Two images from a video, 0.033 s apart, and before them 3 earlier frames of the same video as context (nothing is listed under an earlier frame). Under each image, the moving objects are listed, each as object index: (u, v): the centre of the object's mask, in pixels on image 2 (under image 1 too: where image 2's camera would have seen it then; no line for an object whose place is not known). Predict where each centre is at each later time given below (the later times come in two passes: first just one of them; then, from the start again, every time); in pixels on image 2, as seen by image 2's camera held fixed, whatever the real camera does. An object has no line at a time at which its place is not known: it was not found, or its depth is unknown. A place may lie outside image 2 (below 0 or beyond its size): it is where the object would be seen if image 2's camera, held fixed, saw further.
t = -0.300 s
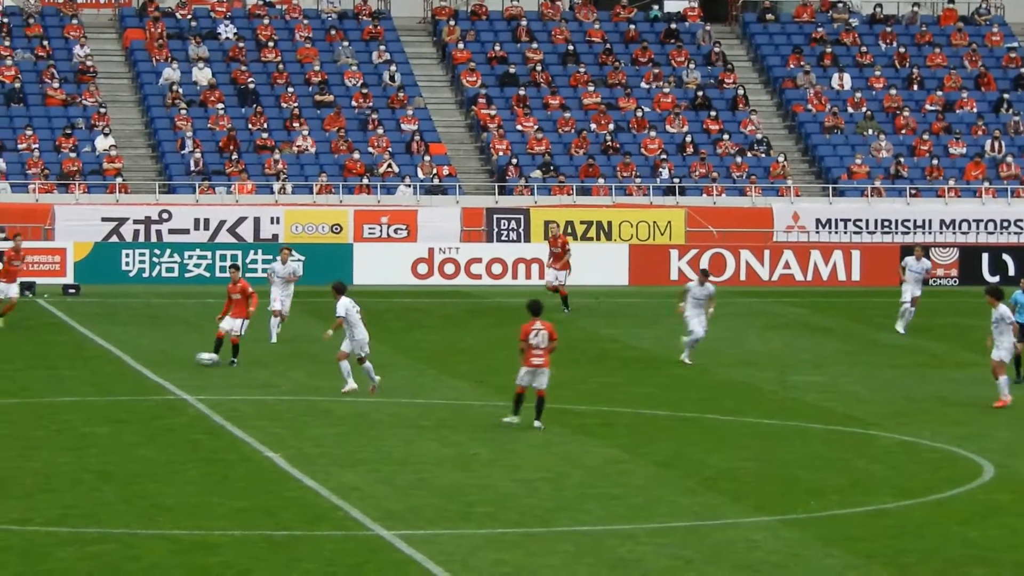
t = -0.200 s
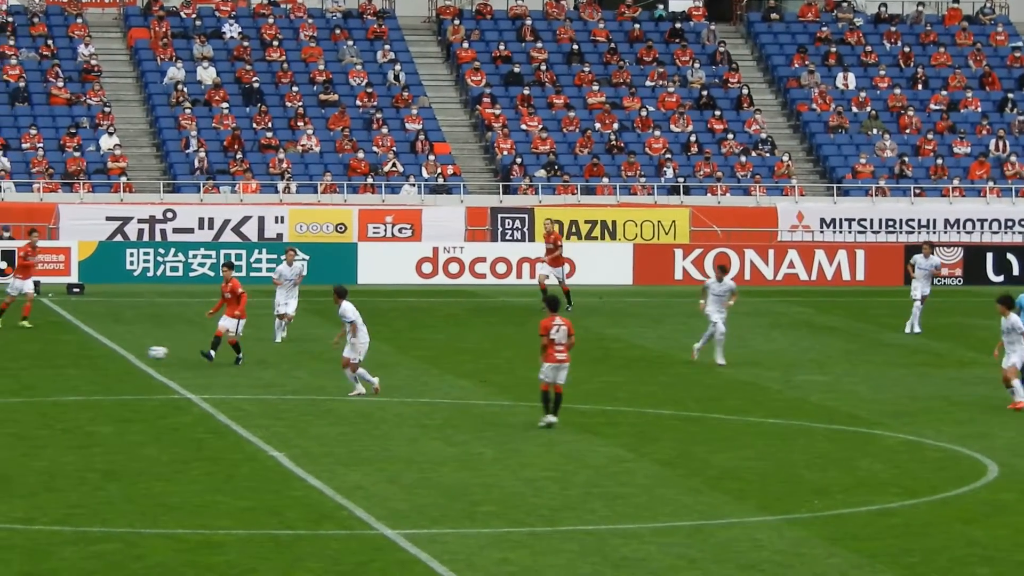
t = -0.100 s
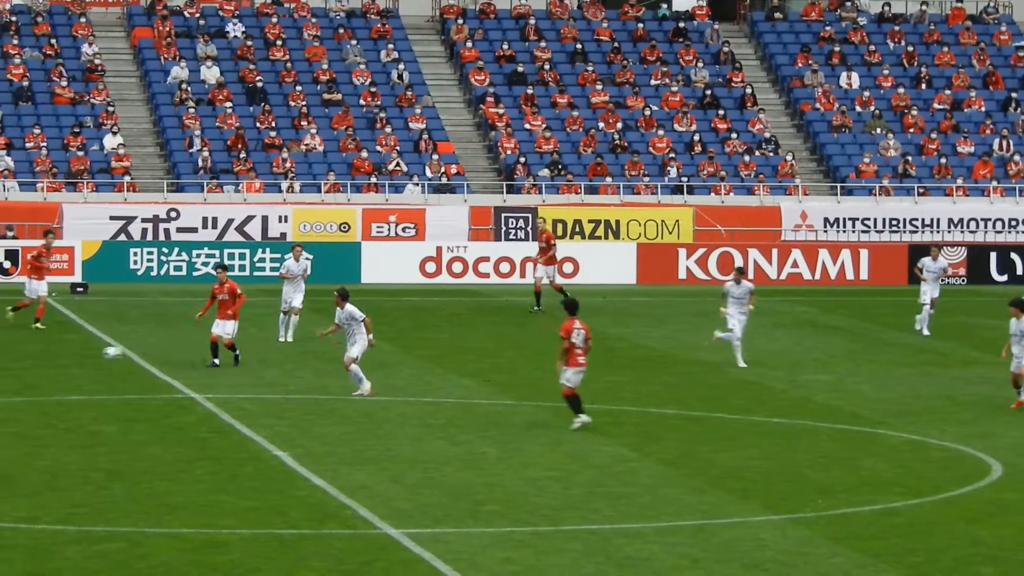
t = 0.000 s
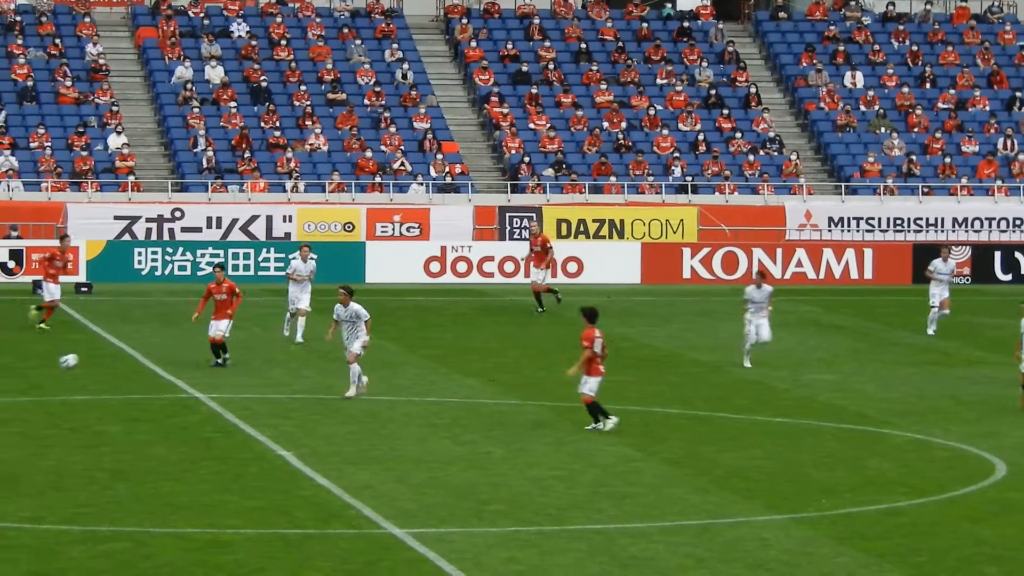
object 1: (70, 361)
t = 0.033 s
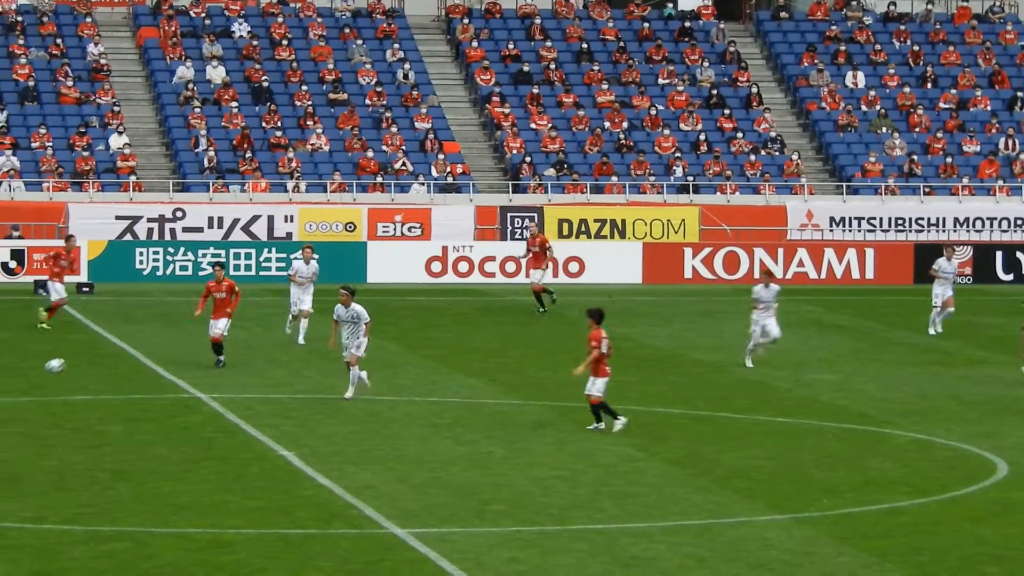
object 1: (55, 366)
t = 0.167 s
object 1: (-1, 392)
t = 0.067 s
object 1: (40, 371)
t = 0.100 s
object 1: (25, 377)
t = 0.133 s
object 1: (10, 384)
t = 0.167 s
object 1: (-1, 392)
